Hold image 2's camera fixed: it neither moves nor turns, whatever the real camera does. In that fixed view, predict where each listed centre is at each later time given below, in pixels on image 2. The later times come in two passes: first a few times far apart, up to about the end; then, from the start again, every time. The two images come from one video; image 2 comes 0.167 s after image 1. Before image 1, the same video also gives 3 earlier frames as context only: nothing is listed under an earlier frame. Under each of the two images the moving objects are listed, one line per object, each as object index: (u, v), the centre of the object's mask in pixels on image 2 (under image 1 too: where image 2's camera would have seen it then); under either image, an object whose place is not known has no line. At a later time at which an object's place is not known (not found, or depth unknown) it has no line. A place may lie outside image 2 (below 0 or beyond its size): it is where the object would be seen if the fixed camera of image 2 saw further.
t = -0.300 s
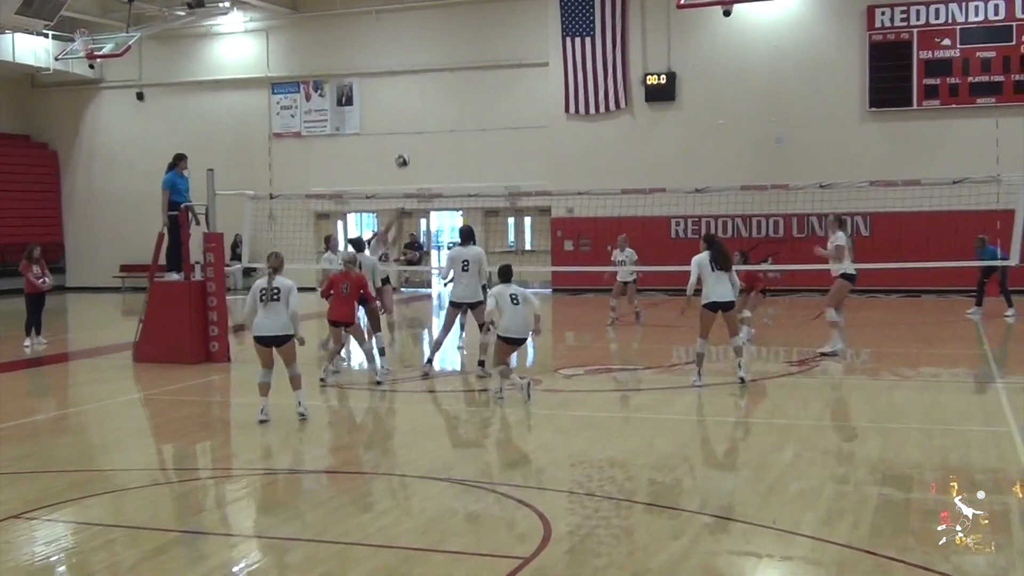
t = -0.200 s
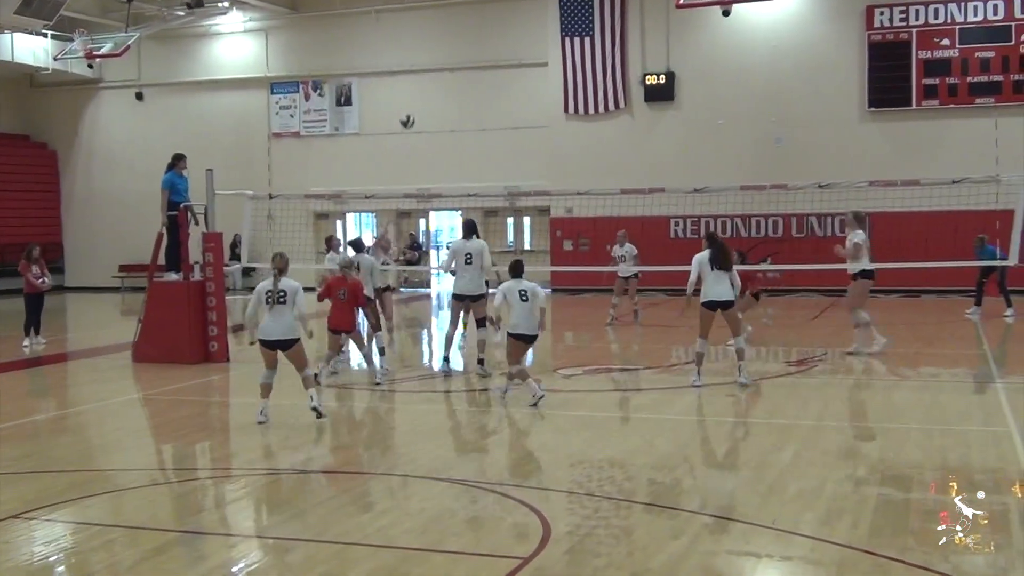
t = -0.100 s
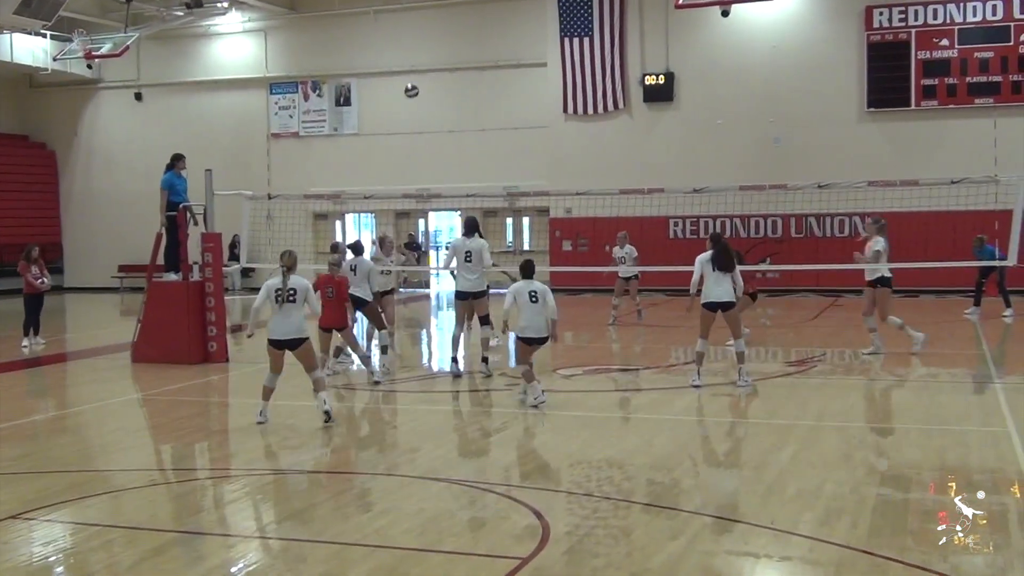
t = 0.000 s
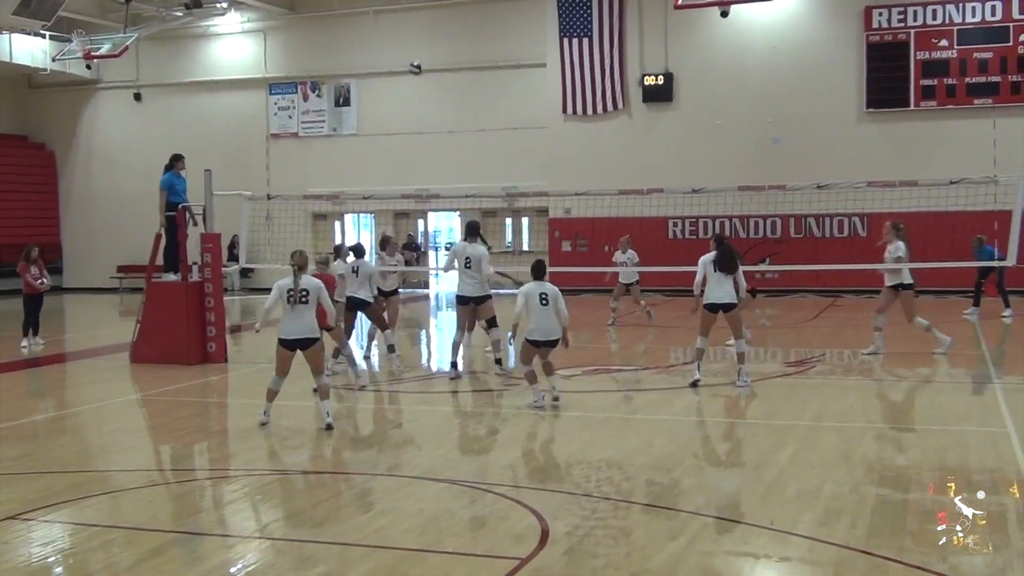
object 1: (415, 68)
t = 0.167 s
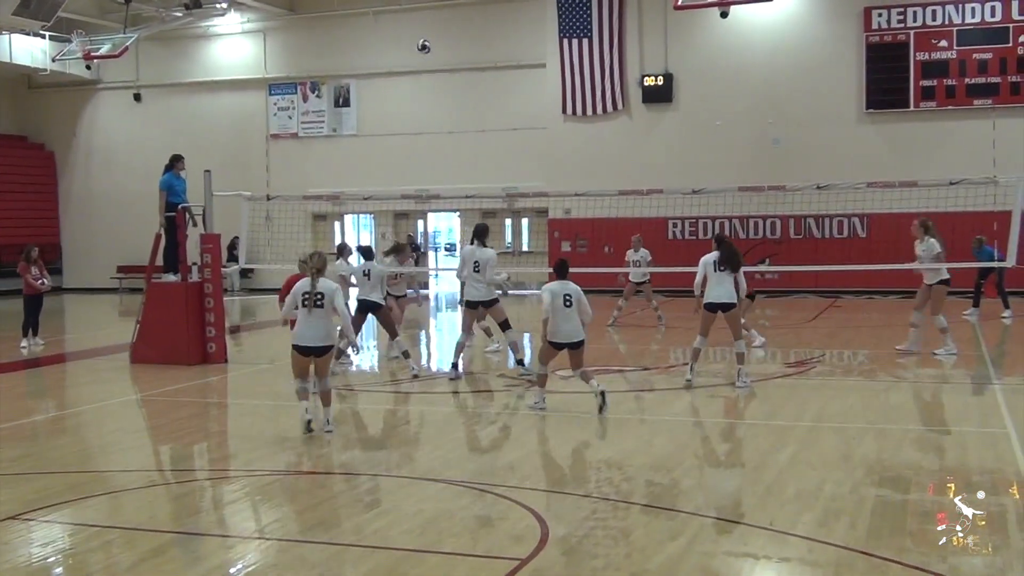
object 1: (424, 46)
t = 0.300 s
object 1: (431, 43)
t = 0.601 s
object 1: (447, 77)
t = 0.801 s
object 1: (458, 134)
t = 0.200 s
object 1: (426, 44)
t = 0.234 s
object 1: (427, 43)
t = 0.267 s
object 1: (429, 42)
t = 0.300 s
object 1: (431, 43)
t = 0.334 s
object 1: (433, 44)
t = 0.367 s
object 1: (434, 46)
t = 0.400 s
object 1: (436, 48)
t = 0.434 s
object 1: (438, 51)
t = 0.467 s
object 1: (440, 54)
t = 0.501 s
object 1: (441, 59)
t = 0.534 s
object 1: (443, 64)
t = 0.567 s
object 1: (446, 72)
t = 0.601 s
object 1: (447, 77)
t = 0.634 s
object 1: (449, 85)
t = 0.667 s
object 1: (451, 94)
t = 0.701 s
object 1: (452, 103)
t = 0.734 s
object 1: (455, 113)
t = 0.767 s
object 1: (456, 123)
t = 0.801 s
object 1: (458, 134)
